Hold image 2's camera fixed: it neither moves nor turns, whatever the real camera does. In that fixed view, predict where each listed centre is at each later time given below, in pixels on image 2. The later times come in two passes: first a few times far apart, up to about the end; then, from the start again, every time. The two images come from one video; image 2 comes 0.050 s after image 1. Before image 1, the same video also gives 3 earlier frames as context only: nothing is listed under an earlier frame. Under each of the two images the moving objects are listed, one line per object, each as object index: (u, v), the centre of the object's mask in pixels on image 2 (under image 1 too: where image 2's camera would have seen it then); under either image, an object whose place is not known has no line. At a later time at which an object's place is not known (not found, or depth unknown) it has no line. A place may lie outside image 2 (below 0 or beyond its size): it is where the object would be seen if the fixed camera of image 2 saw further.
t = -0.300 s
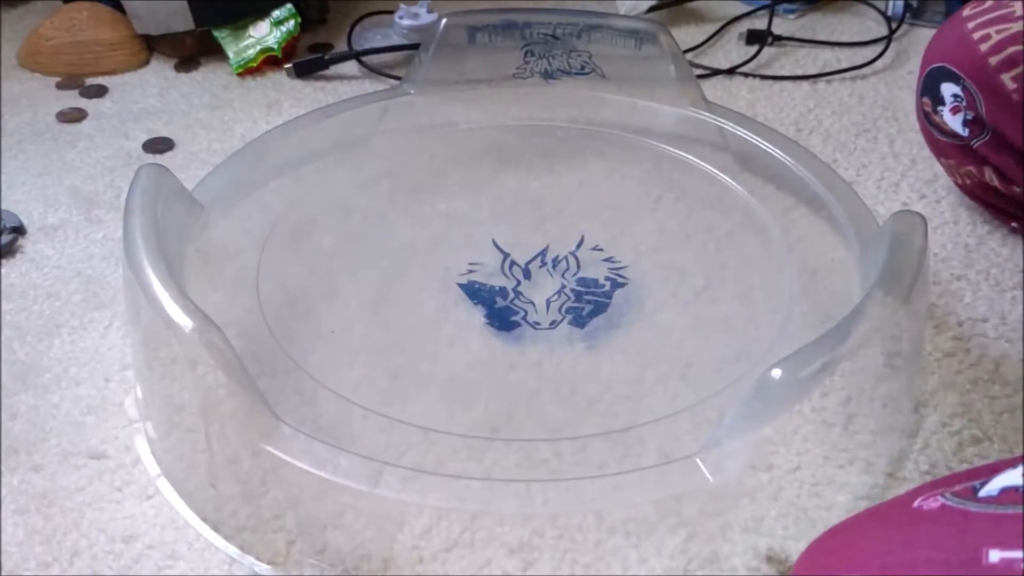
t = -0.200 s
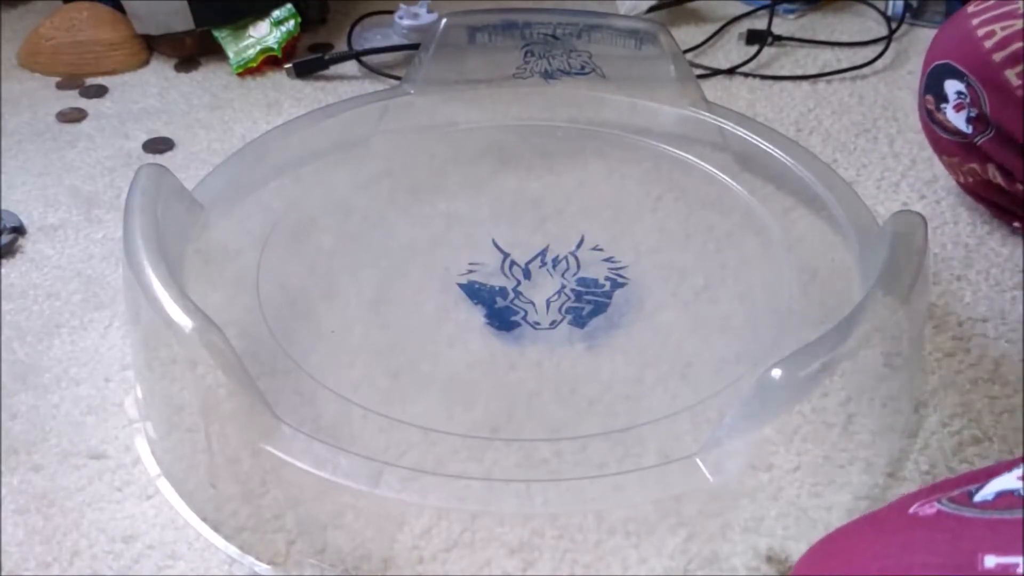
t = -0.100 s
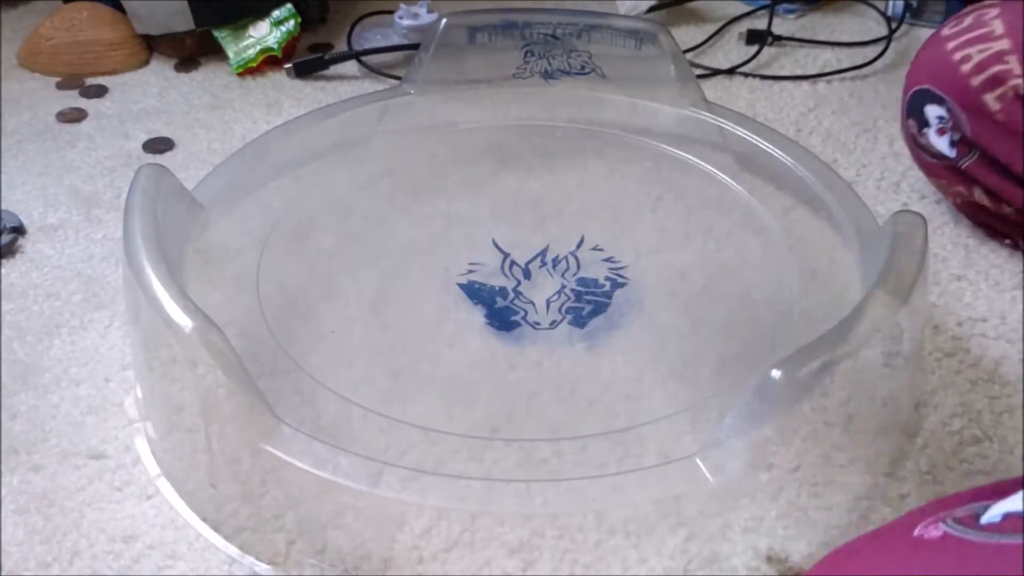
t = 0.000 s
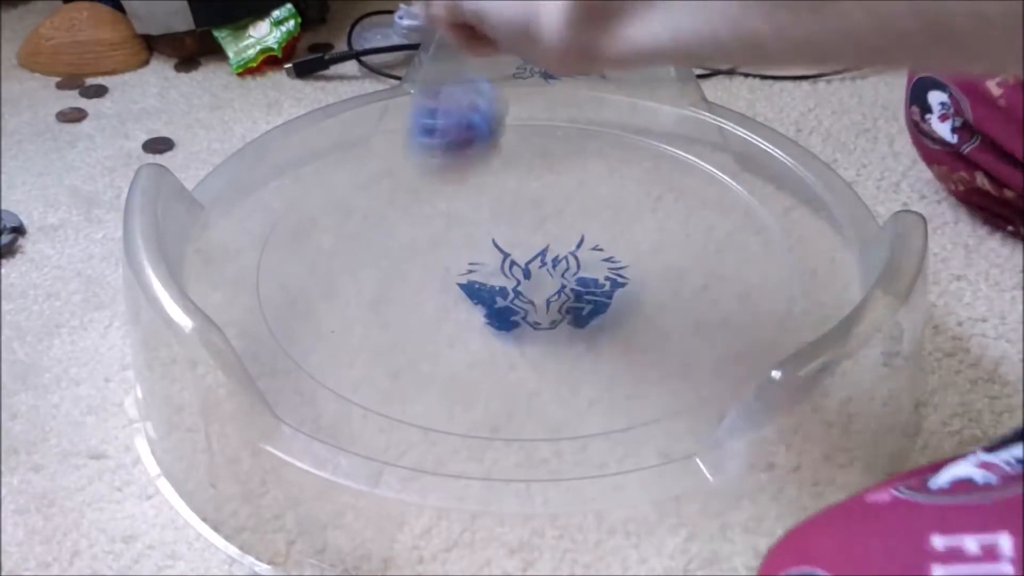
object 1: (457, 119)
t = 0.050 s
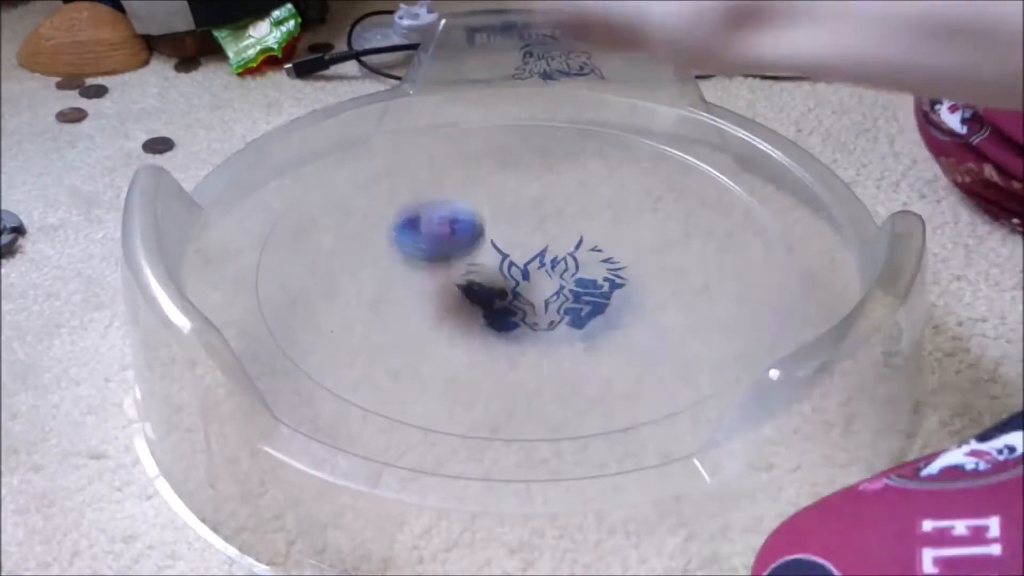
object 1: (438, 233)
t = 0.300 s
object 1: (442, 246)
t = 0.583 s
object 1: (501, 298)
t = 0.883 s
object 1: (537, 287)
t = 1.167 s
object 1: (538, 263)
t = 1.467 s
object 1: (510, 250)
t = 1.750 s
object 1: (490, 252)
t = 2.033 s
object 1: (507, 259)
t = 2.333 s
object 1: (518, 250)
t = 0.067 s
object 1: (434, 212)
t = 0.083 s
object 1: (432, 194)
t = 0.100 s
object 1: (430, 181)
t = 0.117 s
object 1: (429, 173)
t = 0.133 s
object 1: (427, 170)
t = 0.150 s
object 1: (427, 171)
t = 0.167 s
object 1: (426, 178)
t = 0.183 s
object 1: (427, 188)
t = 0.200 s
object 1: (427, 206)
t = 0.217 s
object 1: (428, 227)
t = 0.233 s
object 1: (430, 254)
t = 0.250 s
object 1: (432, 264)
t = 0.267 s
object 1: (436, 254)
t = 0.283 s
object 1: (438, 248)
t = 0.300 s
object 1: (442, 246)
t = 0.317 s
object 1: (446, 248)
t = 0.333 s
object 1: (451, 257)
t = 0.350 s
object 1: (456, 270)
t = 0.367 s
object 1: (461, 287)
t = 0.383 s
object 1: (464, 282)
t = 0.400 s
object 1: (468, 278)
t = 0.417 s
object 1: (471, 279)
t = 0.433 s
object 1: (476, 285)
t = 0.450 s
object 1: (480, 293)
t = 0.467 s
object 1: (483, 290)
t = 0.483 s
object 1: (486, 291)
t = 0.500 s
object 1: (488, 296)
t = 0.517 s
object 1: (491, 295)
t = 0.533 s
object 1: (493, 297)
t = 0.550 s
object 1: (495, 297)
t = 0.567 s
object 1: (498, 298)
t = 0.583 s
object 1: (501, 298)
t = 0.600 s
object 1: (504, 298)
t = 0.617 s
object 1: (506, 299)
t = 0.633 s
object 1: (509, 299)
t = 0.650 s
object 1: (511, 298)
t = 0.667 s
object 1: (514, 299)
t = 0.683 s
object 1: (516, 298)
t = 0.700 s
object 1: (519, 298)
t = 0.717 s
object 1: (521, 298)
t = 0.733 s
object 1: (523, 297)
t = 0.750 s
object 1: (524, 297)
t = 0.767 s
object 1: (526, 296)
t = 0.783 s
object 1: (527, 294)
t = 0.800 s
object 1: (529, 293)
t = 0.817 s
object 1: (531, 292)
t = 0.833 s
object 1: (532, 291)
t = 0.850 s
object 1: (534, 290)
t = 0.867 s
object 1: (535, 288)
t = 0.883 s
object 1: (537, 287)
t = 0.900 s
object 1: (538, 285)
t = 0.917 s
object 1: (539, 284)
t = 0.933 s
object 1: (540, 283)
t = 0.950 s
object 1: (541, 281)
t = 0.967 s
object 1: (542, 280)
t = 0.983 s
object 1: (542, 279)
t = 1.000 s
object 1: (543, 278)
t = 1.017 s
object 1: (543, 276)
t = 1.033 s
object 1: (544, 274)
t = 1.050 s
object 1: (543, 274)
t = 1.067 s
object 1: (543, 272)
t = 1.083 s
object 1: (543, 270)
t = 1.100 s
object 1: (542, 269)
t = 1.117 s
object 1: (542, 267)
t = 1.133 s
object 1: (541, 266)
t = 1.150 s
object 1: (539, 265)
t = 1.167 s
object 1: (538, 263)
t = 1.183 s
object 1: (537, 262)
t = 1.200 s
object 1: (536, 260)
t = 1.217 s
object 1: (534, 259)
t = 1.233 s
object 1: (533, 258)
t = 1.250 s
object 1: (532, 258)
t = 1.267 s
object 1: (530, 257)
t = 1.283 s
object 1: (528, 256)
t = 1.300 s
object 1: (526, 255)
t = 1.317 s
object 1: (525, 254)
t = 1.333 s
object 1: (523, 254)
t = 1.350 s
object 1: (521, 253)
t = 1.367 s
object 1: (519, 253)
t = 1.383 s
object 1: (518, 252)
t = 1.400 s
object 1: (516, 252)
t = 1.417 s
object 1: (514, 251)
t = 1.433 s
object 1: (513, 251)
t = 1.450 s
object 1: (511, 250)
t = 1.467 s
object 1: (510, 250)
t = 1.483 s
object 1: (508, 250)
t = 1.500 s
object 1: (507, 250)
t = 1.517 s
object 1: (505, 249)
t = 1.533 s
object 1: (504, 249)
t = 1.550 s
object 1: (502, 249)
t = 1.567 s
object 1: (501, 249)
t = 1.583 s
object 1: (499, 249)
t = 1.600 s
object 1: (498, 249)
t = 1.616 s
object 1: (496, 249)
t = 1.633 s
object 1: (495, 249)
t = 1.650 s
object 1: (494, 249)
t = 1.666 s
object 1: (493, 249)
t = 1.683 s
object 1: (492, 250)
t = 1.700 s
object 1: (492, 250)
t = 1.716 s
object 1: (491, 251)
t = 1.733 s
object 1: (491, 251)
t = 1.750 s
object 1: (490, 252)
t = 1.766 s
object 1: (491, 253)
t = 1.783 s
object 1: (491, 253)
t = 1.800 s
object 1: (492, 254)
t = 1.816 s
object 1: (493, 255)
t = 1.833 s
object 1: (493, 256)
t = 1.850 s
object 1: (494, 256)
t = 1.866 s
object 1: (496, 257)
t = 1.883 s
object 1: (497, 257)
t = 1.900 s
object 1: (498, 257)
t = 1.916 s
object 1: (499, 258)
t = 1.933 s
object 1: (500, 258)
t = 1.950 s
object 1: (501, 258)
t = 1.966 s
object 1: (502, 259)
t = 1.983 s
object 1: (503, 259)
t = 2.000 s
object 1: (504, 259)
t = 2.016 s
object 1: (506, 259)
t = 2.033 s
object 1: (507, 259)
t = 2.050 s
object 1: (508, 259)
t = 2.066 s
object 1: (509, 258)
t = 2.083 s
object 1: (511, 258)
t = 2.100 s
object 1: (512, 258)
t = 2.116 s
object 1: (513, 258)
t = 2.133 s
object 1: (513, 257)
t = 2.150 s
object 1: (514, 257)
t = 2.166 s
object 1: (514, 256)
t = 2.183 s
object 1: (515, 256)
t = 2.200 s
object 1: (515, 255)
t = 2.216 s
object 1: (516, 254)
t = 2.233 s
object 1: (517, 253)
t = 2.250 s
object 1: (517, 253)
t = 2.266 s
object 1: (517, 253)
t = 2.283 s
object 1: (517, 252)
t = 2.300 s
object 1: (518, 251)
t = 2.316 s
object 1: (518, 250)
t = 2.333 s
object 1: (518, 250)
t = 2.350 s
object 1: (519, 250)
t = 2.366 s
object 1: (519, 250)
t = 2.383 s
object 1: (519, 250)
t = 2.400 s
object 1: (518, 248)
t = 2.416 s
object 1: (518, 249)
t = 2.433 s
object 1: (518, 249)
